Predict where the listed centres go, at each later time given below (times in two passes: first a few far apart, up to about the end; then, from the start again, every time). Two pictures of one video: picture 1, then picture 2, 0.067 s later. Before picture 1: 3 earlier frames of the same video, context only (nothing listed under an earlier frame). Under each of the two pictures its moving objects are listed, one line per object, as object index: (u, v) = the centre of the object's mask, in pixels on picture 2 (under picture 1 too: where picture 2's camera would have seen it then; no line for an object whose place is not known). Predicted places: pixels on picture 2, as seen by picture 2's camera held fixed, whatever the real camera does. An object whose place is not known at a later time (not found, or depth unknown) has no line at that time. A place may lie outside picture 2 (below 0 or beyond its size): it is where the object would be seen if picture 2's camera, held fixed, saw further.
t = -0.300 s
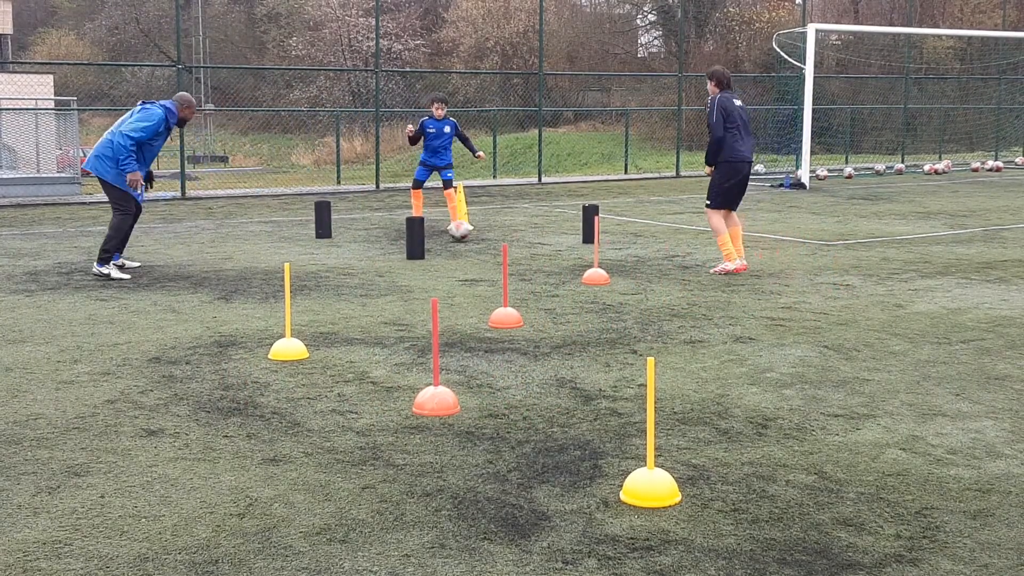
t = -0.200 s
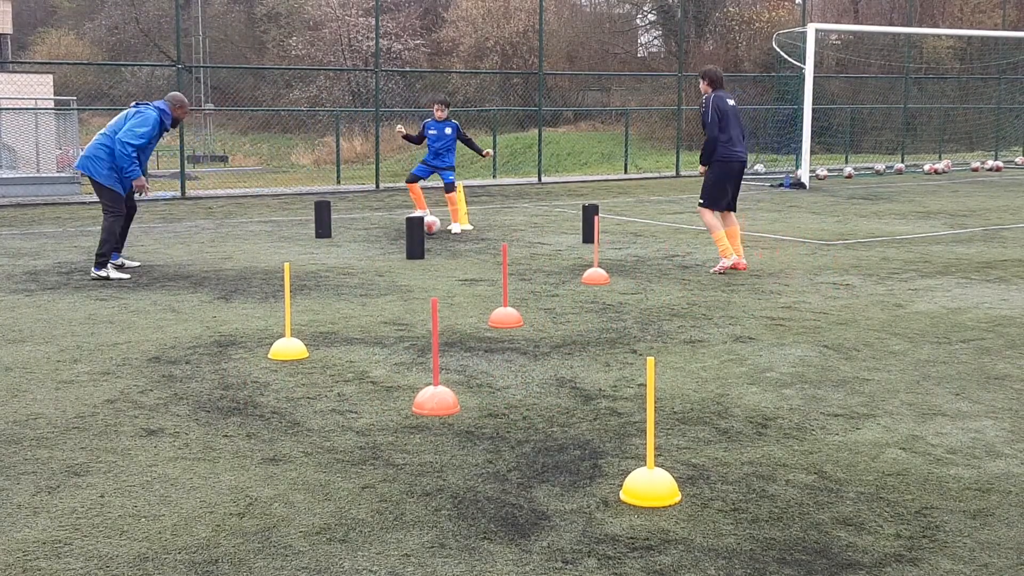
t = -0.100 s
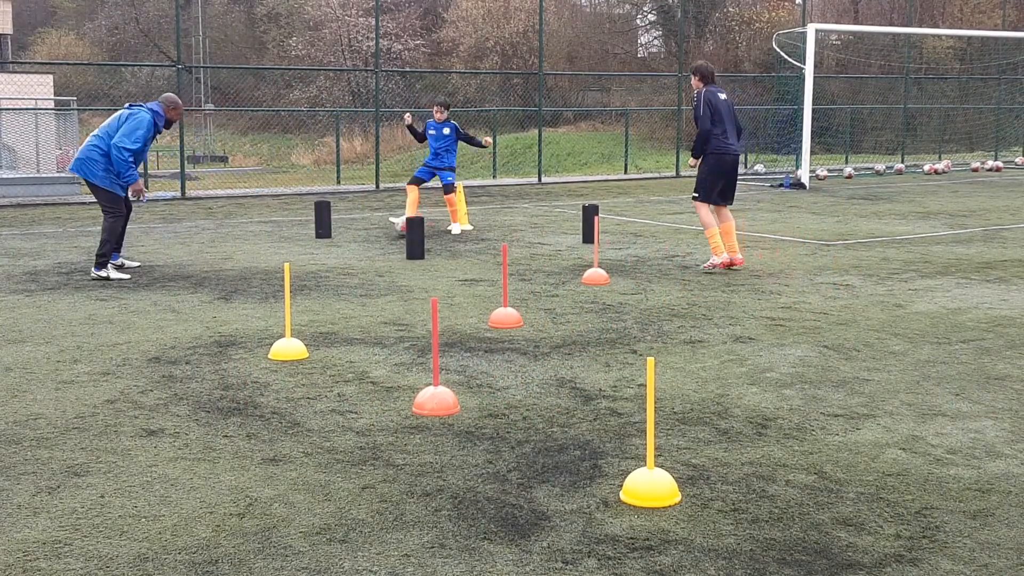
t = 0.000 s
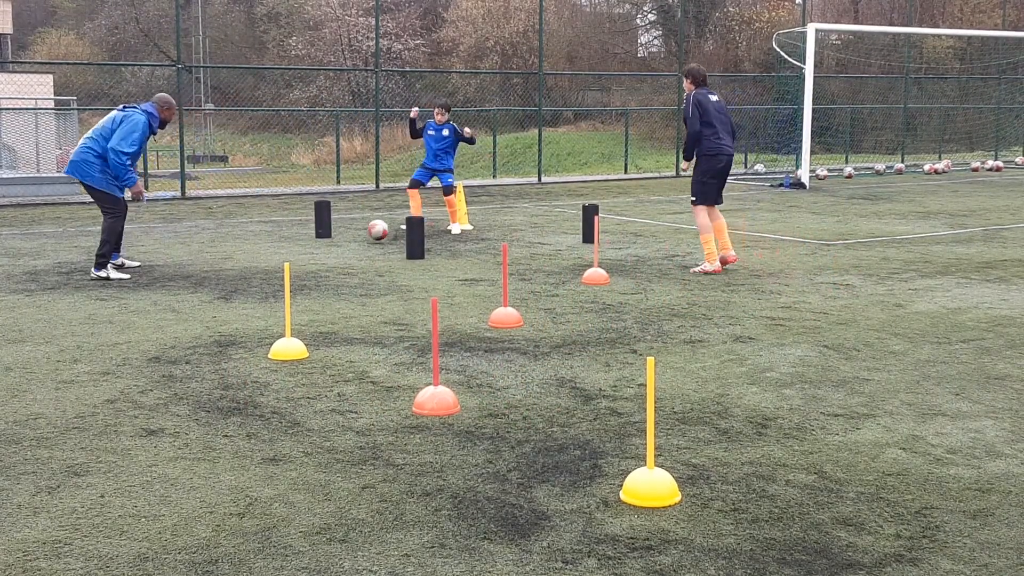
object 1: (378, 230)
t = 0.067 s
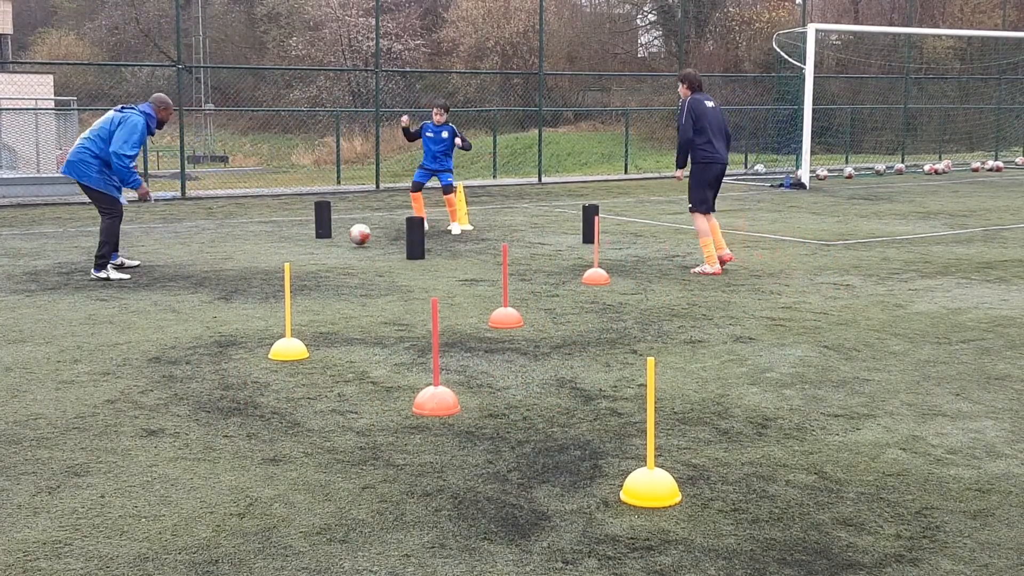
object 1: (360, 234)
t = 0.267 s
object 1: (305, 246)
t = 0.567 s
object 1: (225, 257)
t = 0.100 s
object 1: (350, 237)
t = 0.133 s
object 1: (342, 238)
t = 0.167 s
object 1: (332, 238)
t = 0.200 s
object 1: (323, 239)
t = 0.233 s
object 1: (314, 242)
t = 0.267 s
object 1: (305, 246)
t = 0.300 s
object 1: (295, 247)
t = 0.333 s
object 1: (287, 247)
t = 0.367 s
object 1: (278, 248)
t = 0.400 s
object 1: (269, 250)
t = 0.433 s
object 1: (260, 253)
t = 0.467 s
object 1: (252, 254)
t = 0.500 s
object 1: (243, 256)
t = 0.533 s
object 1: (234, 257)
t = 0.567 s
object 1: (225, 257)
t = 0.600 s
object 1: (217, 258)
